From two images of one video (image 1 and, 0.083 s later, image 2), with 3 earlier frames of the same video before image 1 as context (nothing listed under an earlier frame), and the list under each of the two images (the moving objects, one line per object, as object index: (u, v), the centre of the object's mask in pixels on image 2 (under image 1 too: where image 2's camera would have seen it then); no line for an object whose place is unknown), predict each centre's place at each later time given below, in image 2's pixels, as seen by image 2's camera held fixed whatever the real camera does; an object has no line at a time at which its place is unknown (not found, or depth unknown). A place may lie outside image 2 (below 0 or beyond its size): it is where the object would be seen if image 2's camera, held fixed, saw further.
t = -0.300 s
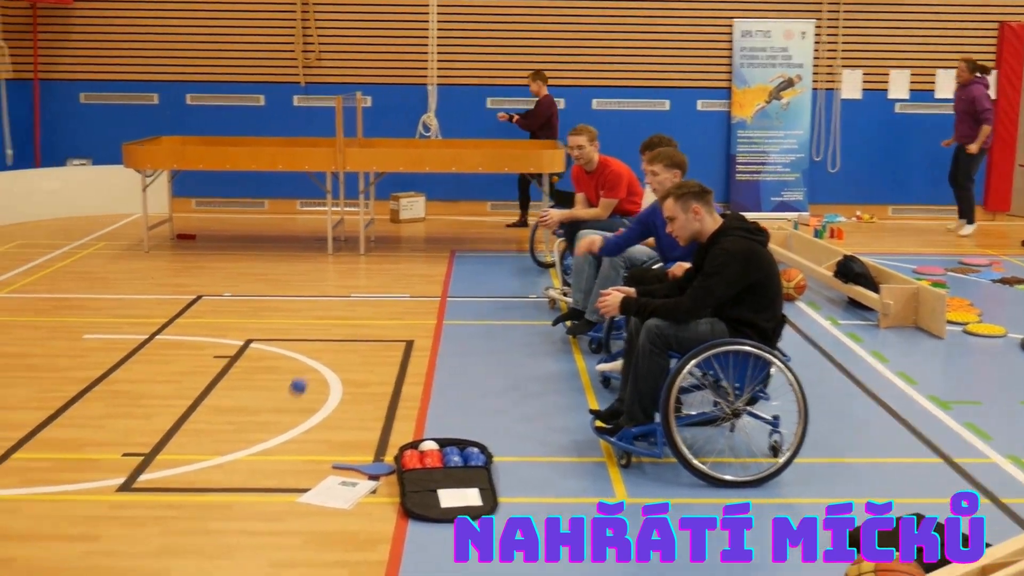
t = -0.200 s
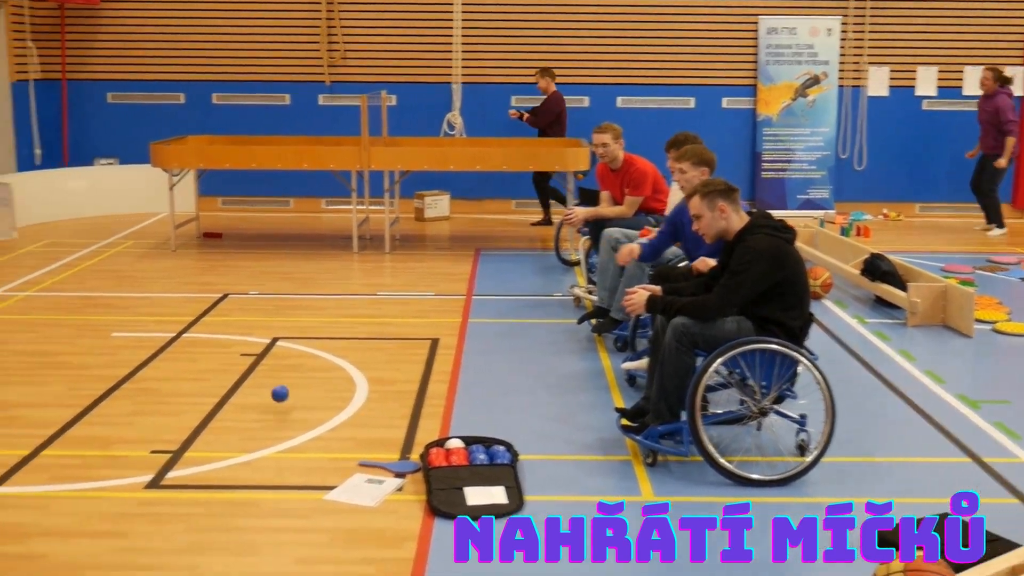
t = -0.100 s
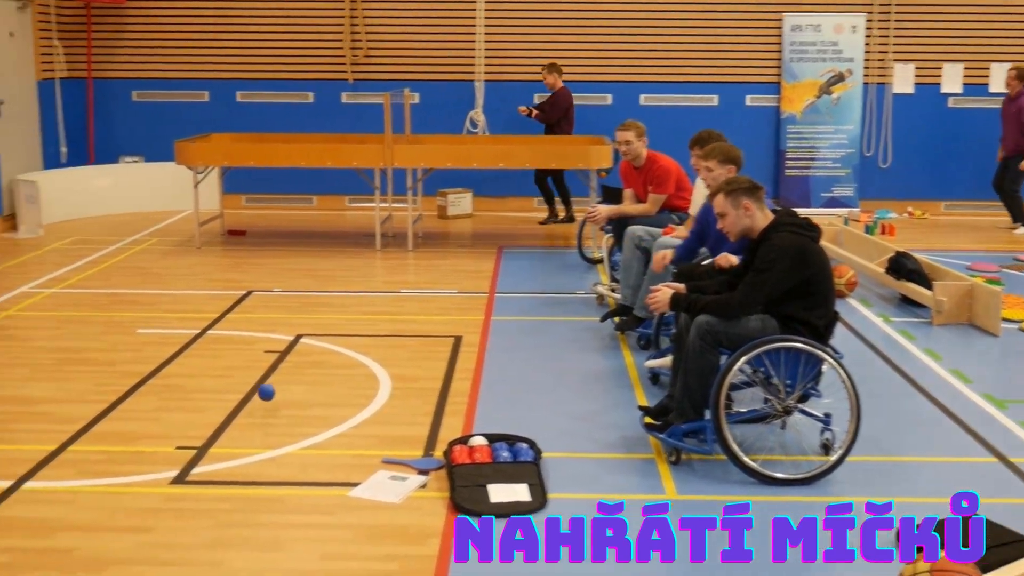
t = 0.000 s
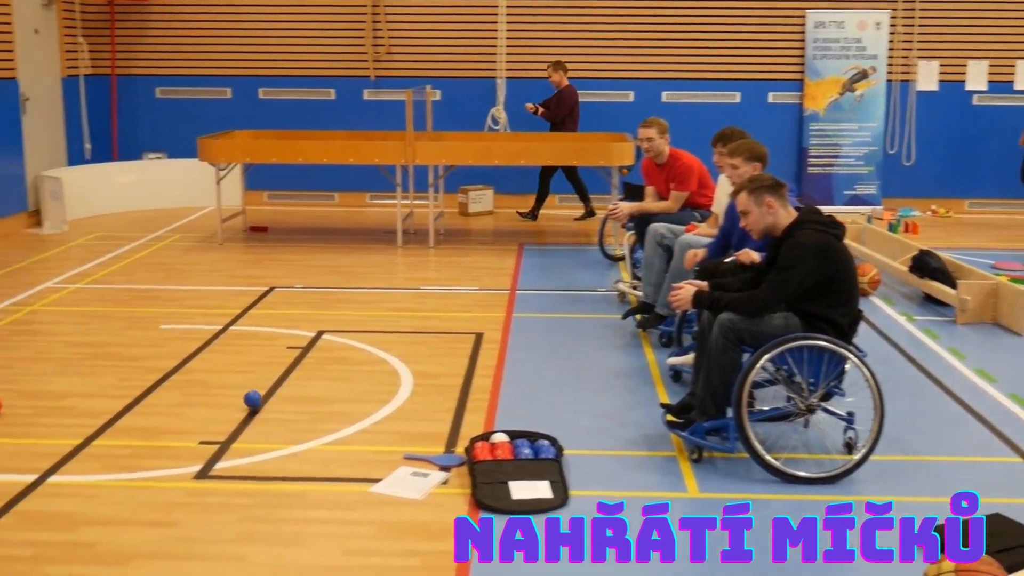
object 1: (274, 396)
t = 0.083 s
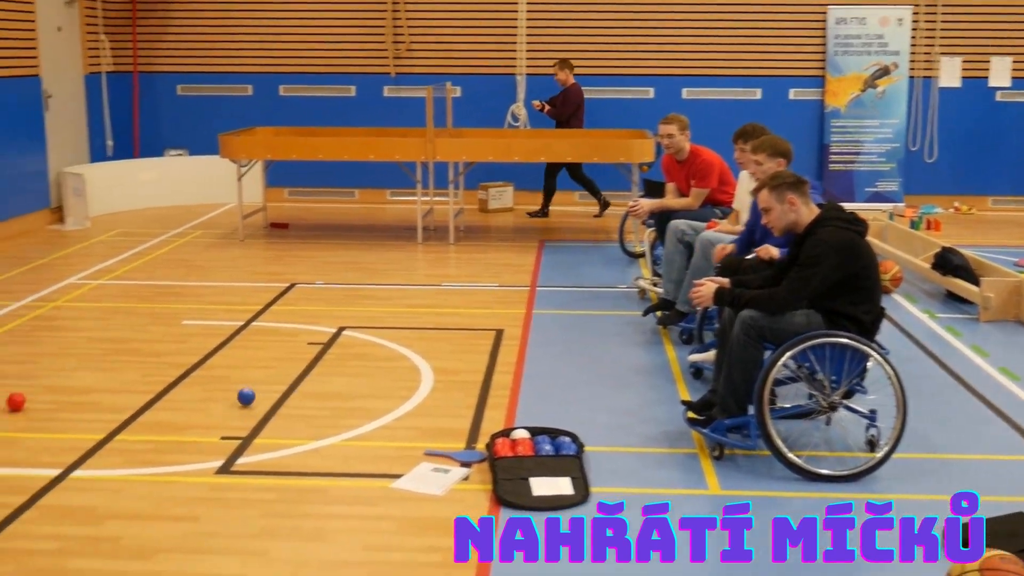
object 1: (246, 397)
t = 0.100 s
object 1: (240, 399)
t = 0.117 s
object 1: (235, 399)
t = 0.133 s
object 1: (230, 399)
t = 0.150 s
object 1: (224, 399)
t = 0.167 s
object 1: (219, 400)
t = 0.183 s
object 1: (214, 400)
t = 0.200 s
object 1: (208, 401)
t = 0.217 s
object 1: (203, 401)
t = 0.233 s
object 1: (198, 401)
